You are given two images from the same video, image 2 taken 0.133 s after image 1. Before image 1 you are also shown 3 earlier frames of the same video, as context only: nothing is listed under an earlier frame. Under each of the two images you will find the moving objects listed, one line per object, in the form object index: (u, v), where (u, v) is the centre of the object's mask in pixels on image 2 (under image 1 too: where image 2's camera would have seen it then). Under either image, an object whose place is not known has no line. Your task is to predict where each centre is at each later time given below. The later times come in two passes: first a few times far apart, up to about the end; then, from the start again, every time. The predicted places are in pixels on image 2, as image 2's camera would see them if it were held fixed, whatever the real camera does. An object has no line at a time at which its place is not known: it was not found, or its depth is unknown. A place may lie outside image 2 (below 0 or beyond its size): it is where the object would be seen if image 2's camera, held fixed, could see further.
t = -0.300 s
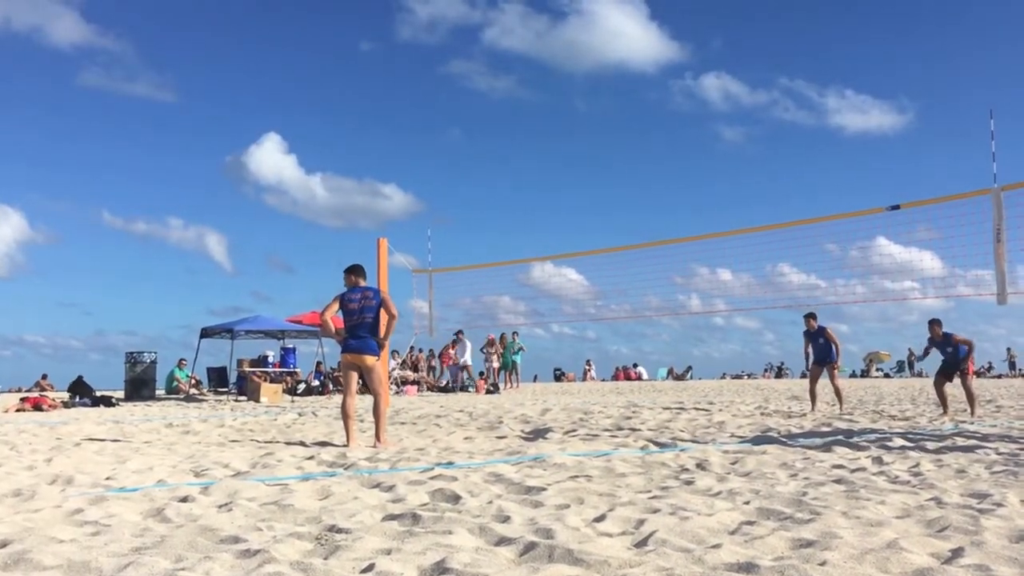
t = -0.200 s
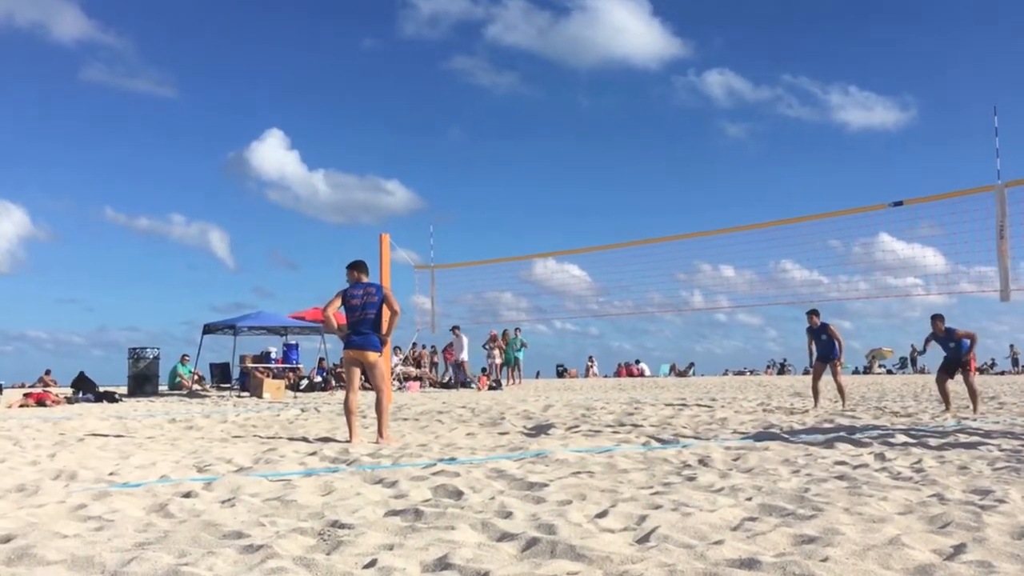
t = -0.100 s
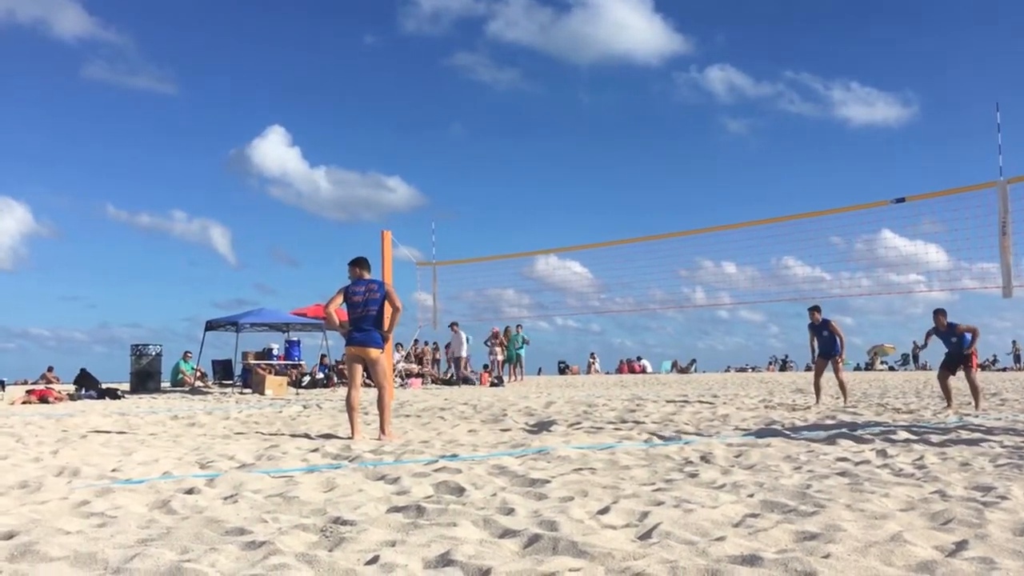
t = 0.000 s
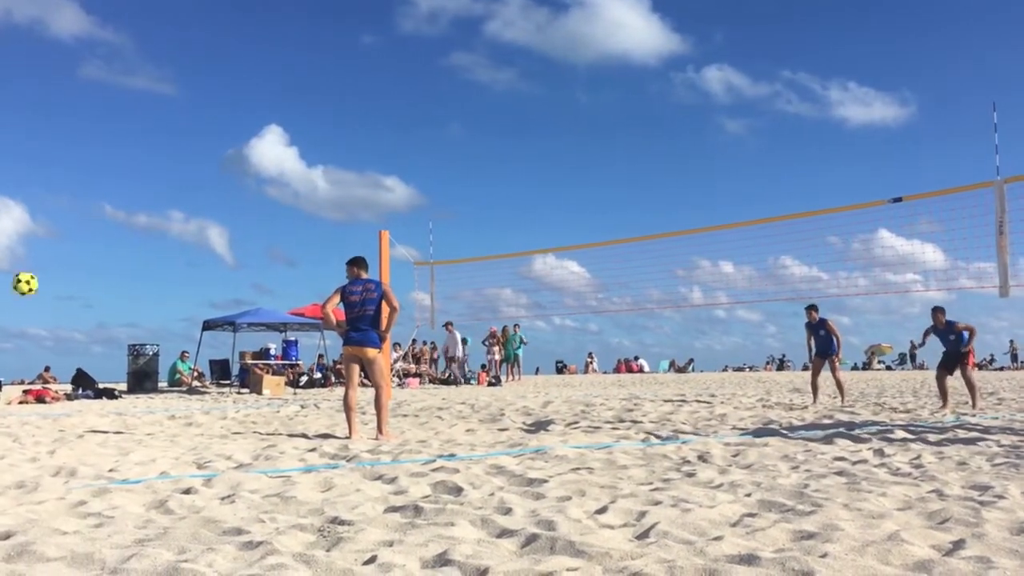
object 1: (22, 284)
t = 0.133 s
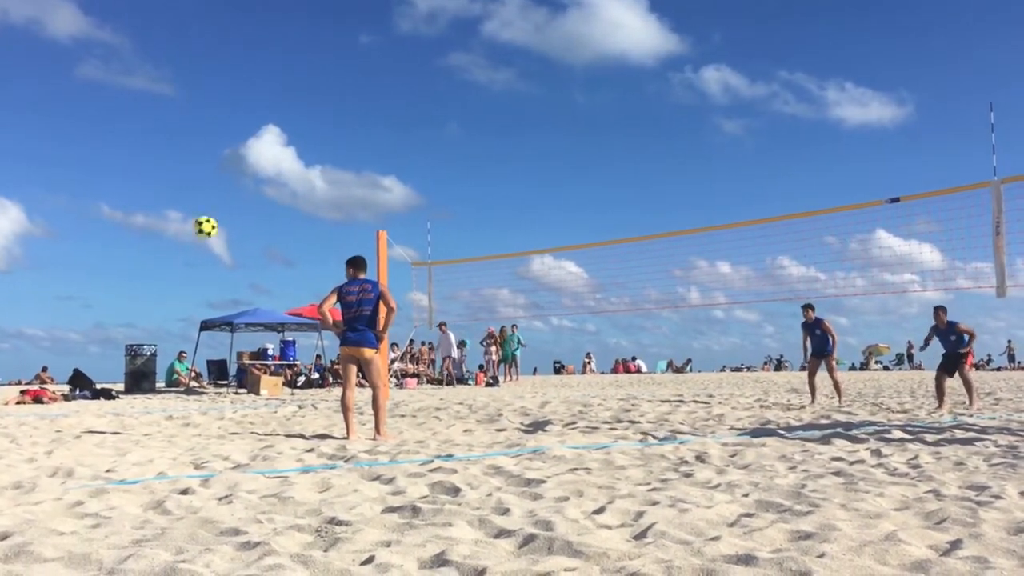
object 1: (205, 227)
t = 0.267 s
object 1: (359, 196)
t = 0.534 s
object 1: (606, 193)
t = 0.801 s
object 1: (797, 246)
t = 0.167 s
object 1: (247, 217)
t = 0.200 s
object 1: (285, 208)
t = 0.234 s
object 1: (323, 202)
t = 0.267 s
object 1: (359, 196)
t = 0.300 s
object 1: (394, 192)
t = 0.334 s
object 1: (428, 189)
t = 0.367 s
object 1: (460, 187)
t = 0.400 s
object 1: (491, 186)
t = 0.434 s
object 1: (521, 186)
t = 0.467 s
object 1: (550, 188)
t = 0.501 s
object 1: (579, 189)
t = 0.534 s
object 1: (606, 193)
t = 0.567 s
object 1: (633, 196)
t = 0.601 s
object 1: (658, 202)
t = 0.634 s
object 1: (683, 207)
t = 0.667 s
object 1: (707, 214)
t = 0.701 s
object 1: (731, 218)
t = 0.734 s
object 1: (754, 230)
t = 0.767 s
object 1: (775, 236)
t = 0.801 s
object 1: (797, 246)
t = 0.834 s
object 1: (818, 255)
